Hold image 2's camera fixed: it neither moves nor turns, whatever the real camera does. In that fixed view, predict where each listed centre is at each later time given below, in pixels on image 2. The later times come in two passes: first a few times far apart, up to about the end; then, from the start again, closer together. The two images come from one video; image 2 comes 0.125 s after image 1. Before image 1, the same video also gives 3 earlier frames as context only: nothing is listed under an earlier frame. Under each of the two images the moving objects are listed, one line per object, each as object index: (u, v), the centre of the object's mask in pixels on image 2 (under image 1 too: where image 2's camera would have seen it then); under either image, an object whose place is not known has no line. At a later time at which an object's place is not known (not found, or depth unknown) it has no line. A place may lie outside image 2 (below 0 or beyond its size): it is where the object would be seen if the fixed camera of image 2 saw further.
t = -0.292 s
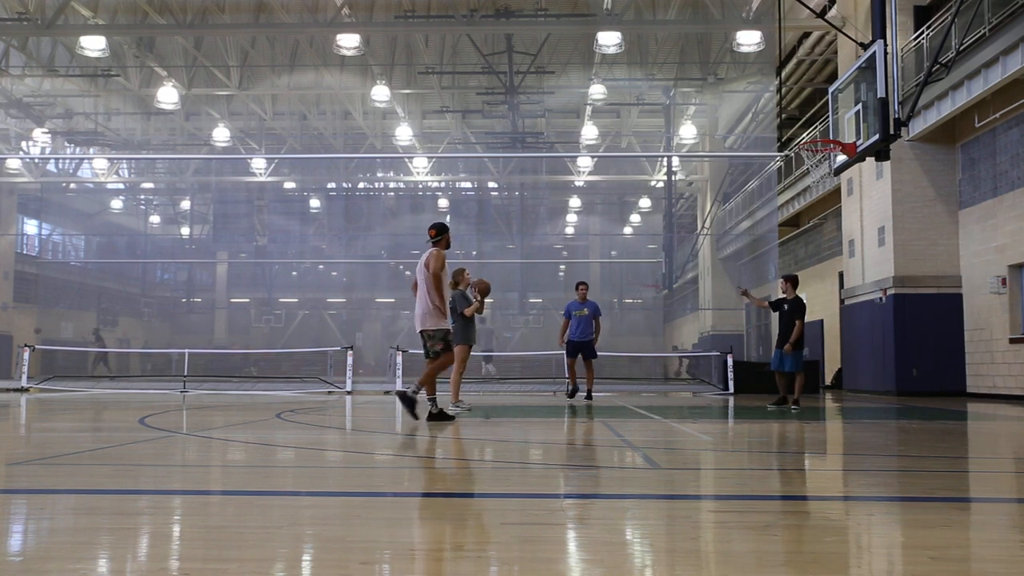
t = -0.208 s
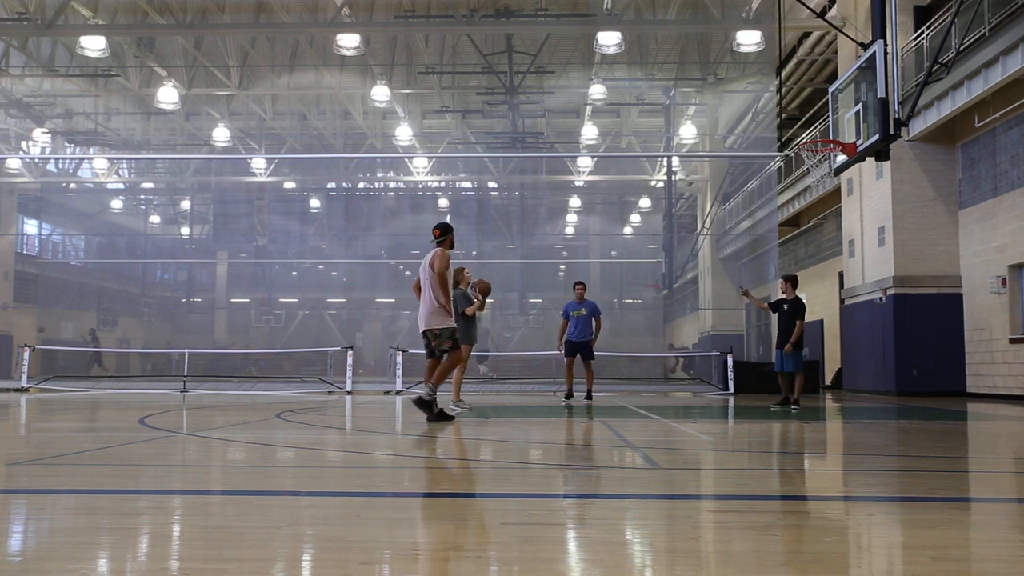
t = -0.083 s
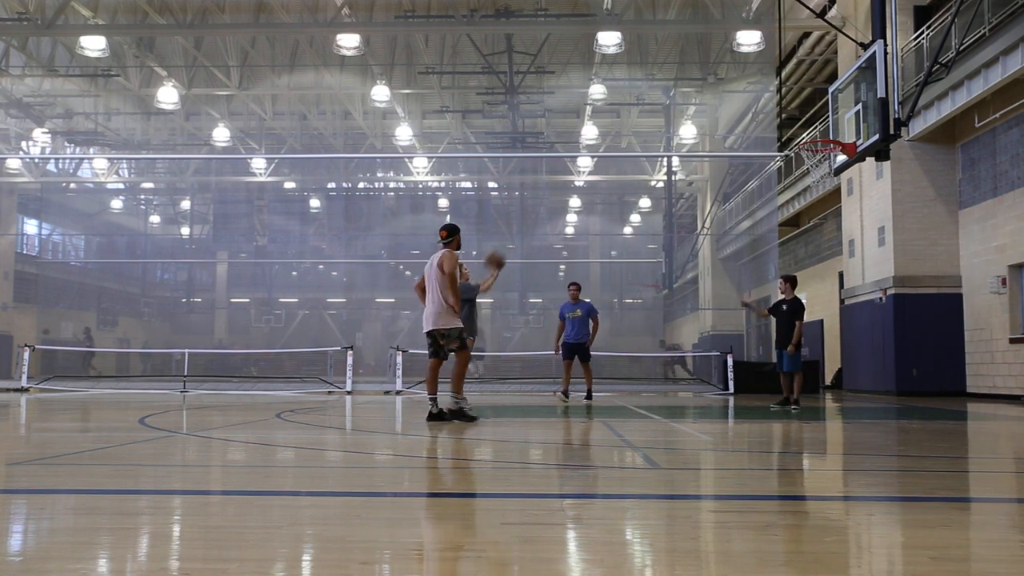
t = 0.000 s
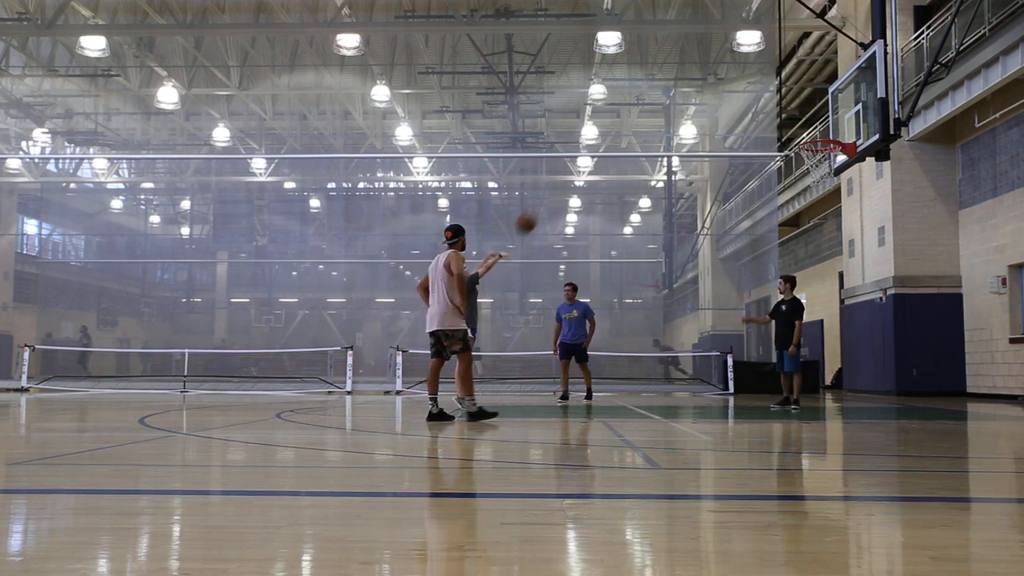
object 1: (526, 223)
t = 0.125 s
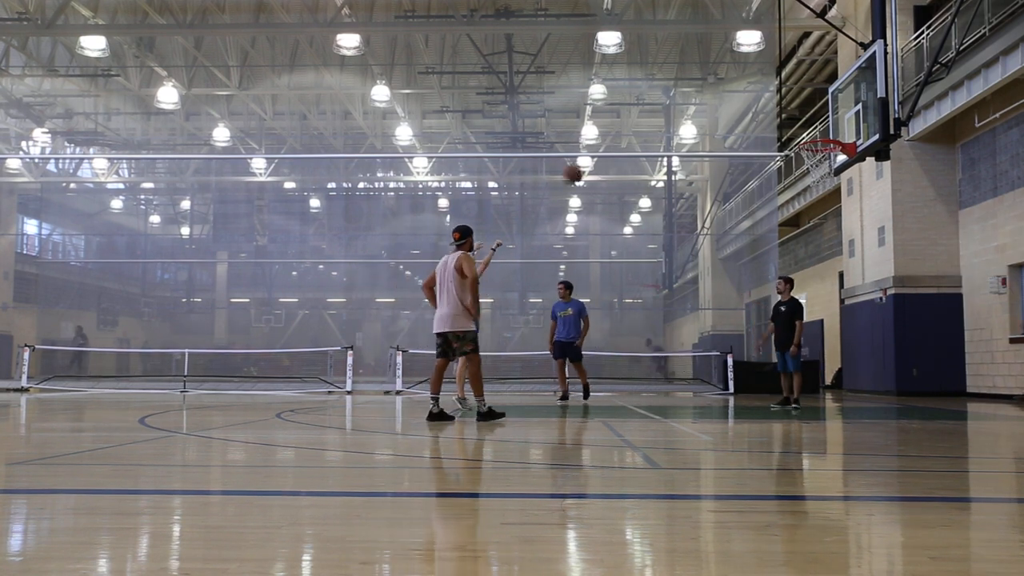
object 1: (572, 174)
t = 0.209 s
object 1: (606, 148)
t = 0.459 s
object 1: (702, 106)
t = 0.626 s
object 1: (765, 107)
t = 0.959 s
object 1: (817, 149)
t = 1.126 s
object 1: (762, 176)
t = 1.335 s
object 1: (694, 244)
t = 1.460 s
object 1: (653, 303)
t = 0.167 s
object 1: (591, 160)
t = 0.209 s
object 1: (606, 148)
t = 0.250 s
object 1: (621, 138)
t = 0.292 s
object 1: (638, 129)
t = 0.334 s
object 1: (654, 121)
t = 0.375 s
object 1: (670, 114)
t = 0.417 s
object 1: (686, 110)
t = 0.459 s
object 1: (702, 106)
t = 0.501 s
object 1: (718, 104)
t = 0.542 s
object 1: (734, 103)
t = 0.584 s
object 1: (750, 104)
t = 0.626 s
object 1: (765, 107)
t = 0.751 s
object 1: (815, 122)
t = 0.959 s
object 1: (817, 149)
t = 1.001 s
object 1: (804, 154)
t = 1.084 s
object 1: (776, 167)
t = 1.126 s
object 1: (762, 176)
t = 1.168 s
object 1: (747, 186)
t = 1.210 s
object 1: (733, 198)
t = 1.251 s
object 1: (720, 212)
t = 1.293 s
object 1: (707, 226)
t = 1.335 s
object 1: (694, 244)
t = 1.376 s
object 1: (680, 261)
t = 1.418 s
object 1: (666, 281)
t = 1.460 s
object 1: (653, 303)
